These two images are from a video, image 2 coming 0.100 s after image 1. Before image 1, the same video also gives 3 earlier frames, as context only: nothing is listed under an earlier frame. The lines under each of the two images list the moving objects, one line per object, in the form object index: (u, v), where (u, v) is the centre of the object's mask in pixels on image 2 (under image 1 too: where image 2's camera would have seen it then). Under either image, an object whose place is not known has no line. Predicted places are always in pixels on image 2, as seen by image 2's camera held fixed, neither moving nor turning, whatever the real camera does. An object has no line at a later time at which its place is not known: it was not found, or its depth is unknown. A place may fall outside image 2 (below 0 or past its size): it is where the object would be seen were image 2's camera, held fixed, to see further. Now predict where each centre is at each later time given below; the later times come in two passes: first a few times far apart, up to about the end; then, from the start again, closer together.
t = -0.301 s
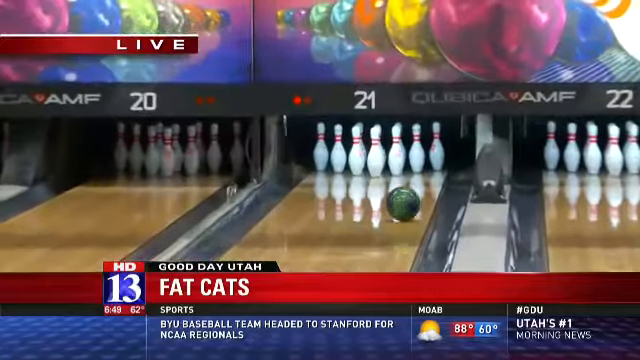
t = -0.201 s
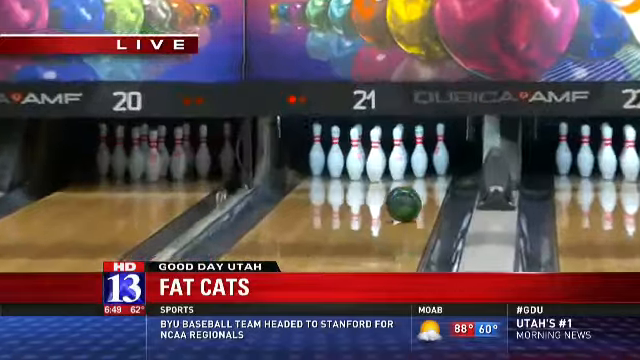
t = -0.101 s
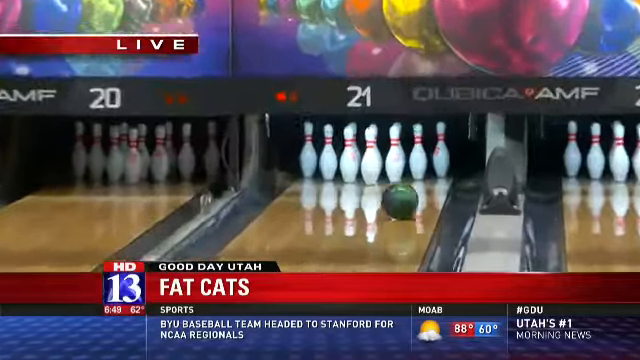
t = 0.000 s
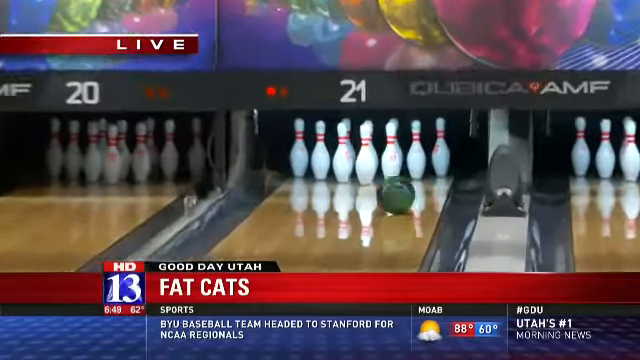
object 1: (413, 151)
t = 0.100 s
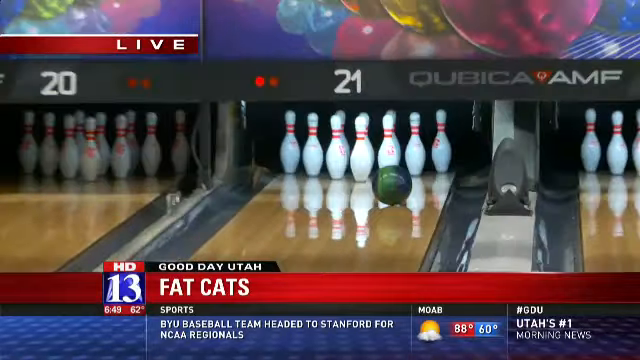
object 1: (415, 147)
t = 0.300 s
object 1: (422, 142)
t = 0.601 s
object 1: (440, 140)
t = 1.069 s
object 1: (474, 159)
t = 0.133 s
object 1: (416, 145)
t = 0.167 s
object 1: (417, 144)
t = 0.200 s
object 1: (418, 143)
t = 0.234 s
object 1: (421, 142)
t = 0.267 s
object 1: (421, 142)
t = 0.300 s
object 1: (422, 142)
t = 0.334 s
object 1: (422, 142)
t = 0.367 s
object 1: (422, 141)
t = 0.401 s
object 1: (423, 141)
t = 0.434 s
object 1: (423, 141)
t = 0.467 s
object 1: (423, 141)
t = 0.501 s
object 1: (424, 140)
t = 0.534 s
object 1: (424, 140)
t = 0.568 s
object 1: (430, 141)
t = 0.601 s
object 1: (440, 140)
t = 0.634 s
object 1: (448, 141)
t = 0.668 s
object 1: (452, 140)
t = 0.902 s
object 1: (467, 155)
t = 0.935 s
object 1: (472, 159)
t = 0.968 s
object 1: (476, 163)
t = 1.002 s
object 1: (474, 163)
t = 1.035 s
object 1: (473, 161)
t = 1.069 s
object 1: (474, 159)
